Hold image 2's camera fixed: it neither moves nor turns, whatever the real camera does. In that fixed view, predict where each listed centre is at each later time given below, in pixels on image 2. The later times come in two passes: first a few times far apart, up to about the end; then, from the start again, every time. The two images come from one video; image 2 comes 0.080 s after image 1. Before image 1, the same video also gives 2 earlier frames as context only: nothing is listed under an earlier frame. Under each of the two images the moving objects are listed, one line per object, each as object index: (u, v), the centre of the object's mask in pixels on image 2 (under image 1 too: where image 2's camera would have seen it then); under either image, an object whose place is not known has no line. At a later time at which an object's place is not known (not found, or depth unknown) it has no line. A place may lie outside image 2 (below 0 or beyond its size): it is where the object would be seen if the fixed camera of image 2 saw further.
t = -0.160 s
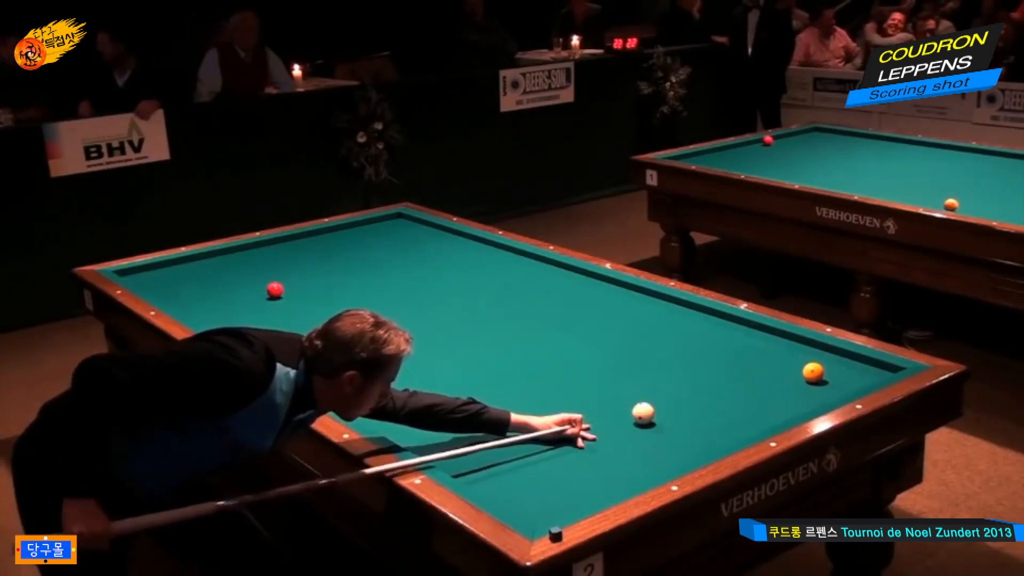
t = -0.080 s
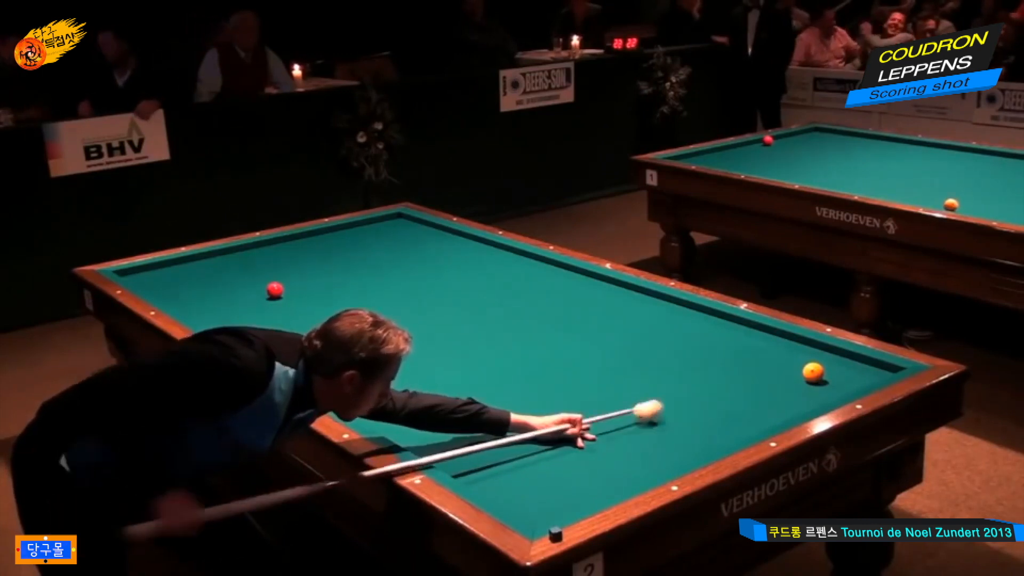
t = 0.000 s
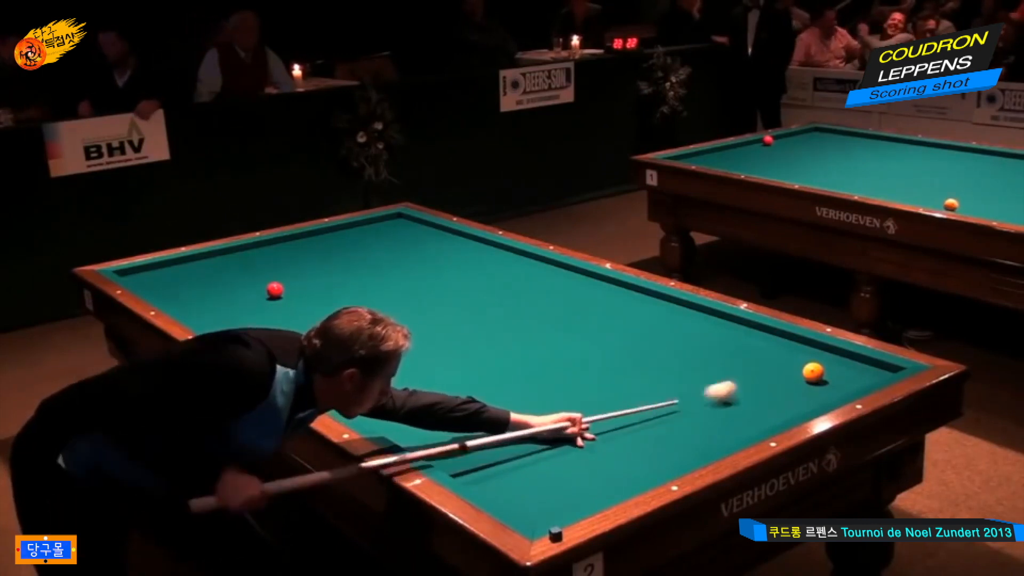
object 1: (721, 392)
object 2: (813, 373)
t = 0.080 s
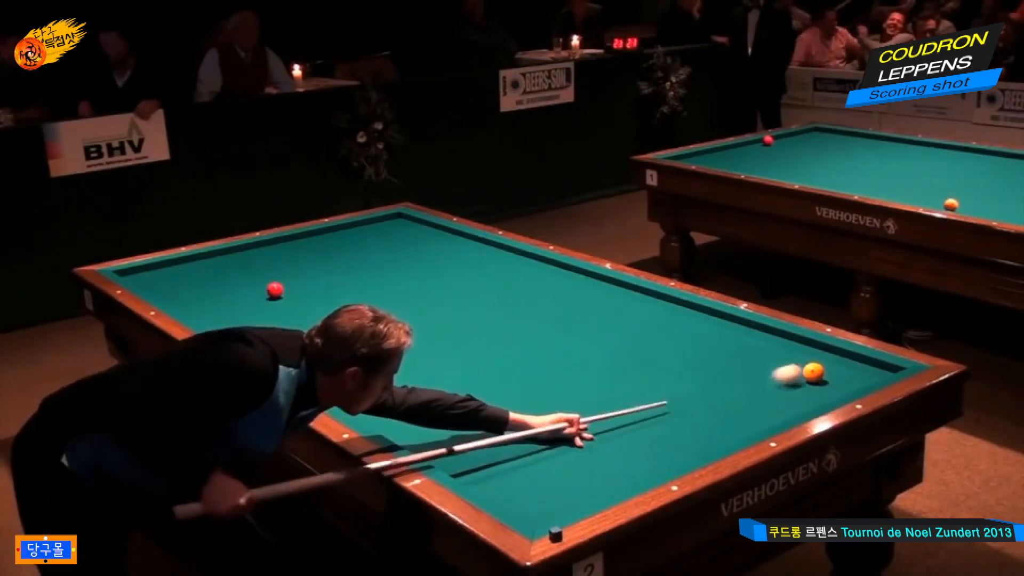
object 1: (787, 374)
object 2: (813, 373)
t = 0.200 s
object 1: (783, 357)
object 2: (886, 370)
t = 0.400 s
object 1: (769, 334)
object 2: (794, 382)
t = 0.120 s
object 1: (790, 369)
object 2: (843, 370)
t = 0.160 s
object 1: (786, 363)
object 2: (876, 368)
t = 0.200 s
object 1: (783, 357)
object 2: (886, 370)
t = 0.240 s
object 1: (782, 352)
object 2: (866, 374)
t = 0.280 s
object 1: (781, 346)
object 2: (847, 376)
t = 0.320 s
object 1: (780, 341)
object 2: (829, 379)
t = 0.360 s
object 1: (781, 336)
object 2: (811, 380)
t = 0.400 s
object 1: (769, 334)
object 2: (794, 382)
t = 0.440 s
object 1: (753, 333)
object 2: (778, 384)
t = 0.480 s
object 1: (738, 332)
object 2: (763, 386)
